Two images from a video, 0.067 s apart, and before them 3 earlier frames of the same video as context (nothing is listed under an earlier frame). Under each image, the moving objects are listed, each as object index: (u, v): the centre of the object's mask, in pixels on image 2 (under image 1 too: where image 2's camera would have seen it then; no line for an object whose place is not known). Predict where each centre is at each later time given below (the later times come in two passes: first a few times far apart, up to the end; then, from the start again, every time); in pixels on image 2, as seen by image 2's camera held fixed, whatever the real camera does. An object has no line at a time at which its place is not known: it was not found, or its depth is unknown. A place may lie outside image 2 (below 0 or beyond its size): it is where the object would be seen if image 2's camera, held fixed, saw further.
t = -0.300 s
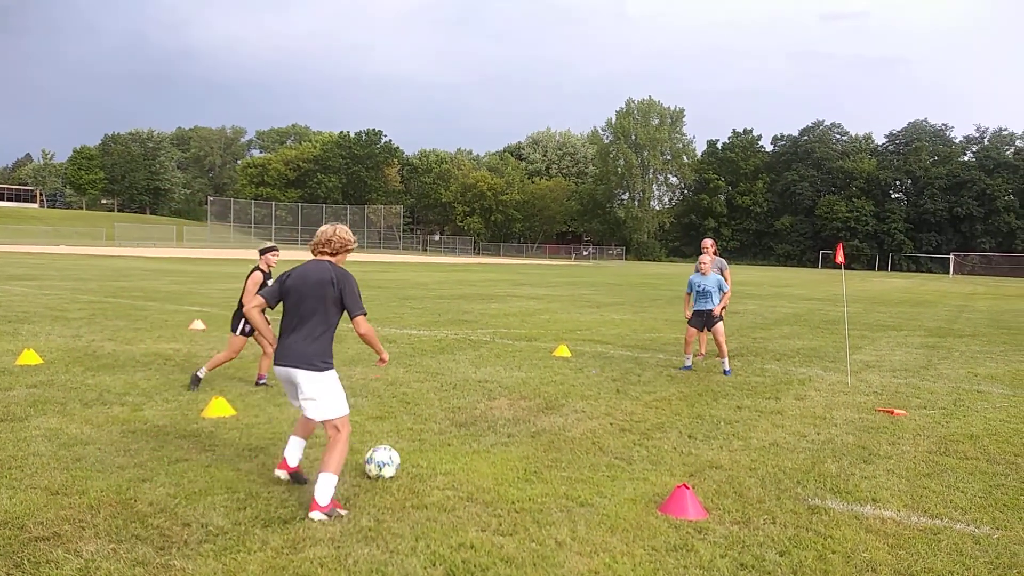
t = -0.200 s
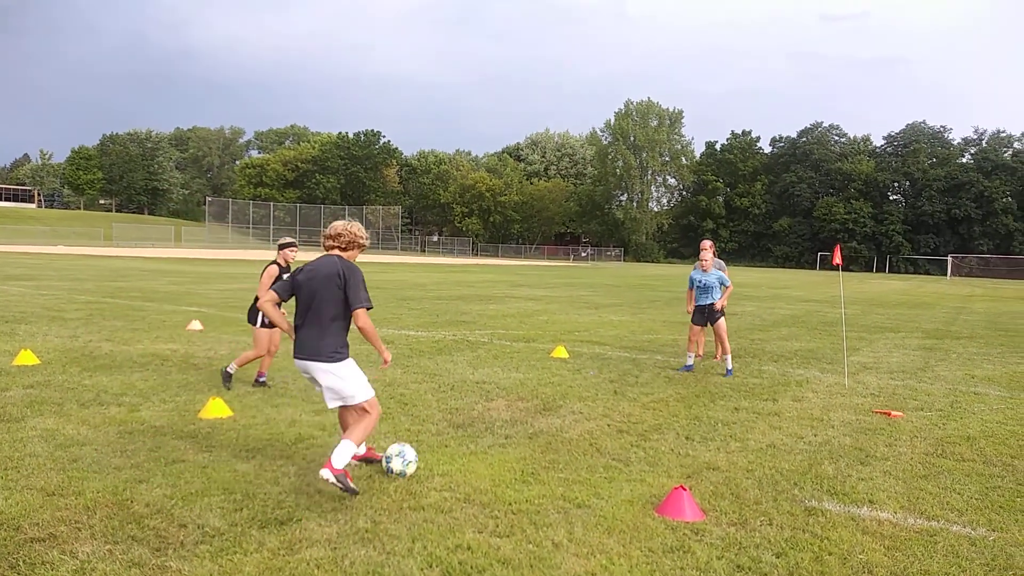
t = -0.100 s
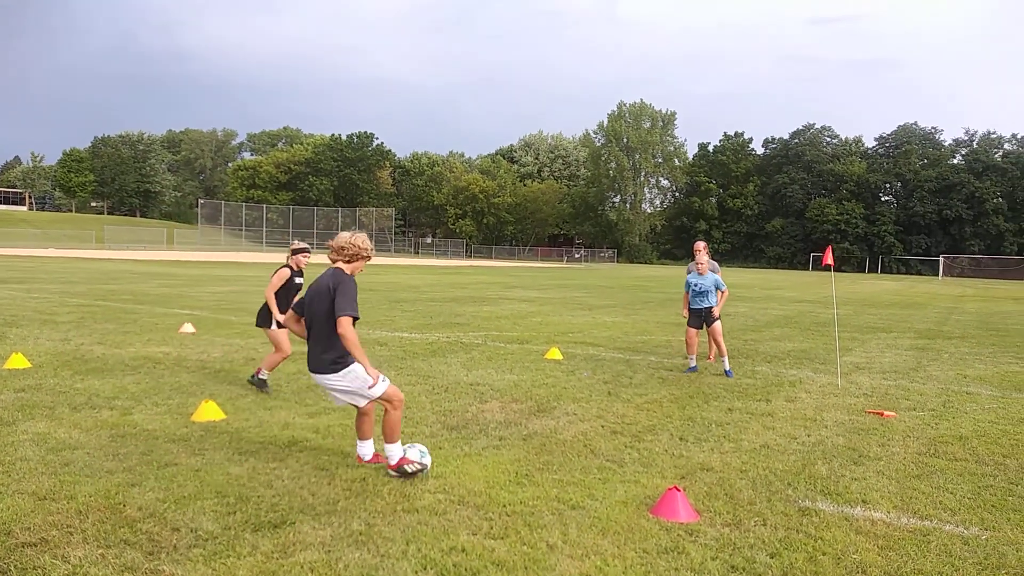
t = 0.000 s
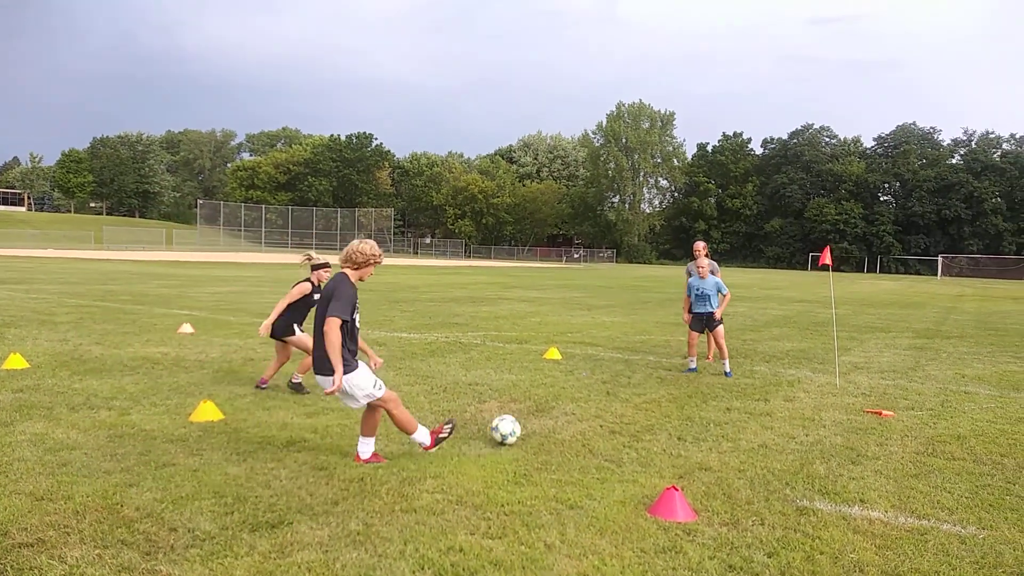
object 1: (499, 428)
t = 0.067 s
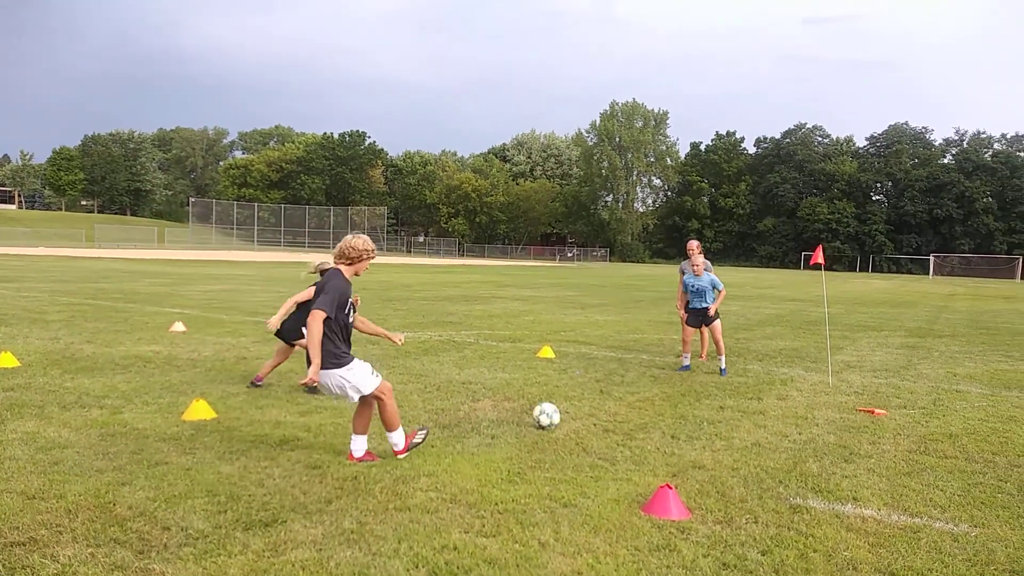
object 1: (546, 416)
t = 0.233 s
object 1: (624, 391)
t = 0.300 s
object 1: (646, 385)
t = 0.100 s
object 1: (567, 412)
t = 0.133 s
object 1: (584, 408)
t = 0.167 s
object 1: (599, 402)
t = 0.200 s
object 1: (612, 396)
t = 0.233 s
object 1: (624, 391)
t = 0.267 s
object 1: (635, 387)
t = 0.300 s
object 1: (646, 385)
